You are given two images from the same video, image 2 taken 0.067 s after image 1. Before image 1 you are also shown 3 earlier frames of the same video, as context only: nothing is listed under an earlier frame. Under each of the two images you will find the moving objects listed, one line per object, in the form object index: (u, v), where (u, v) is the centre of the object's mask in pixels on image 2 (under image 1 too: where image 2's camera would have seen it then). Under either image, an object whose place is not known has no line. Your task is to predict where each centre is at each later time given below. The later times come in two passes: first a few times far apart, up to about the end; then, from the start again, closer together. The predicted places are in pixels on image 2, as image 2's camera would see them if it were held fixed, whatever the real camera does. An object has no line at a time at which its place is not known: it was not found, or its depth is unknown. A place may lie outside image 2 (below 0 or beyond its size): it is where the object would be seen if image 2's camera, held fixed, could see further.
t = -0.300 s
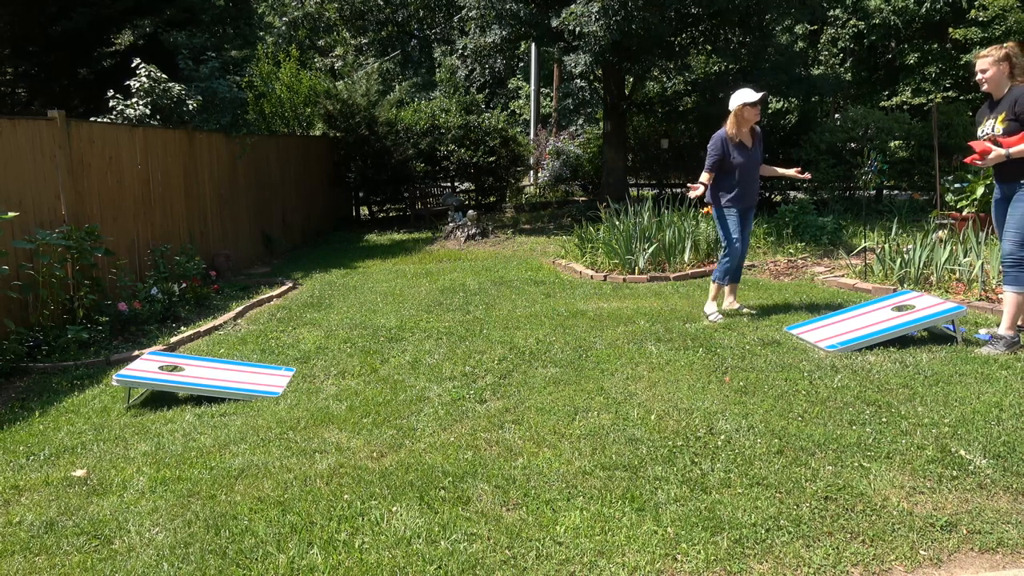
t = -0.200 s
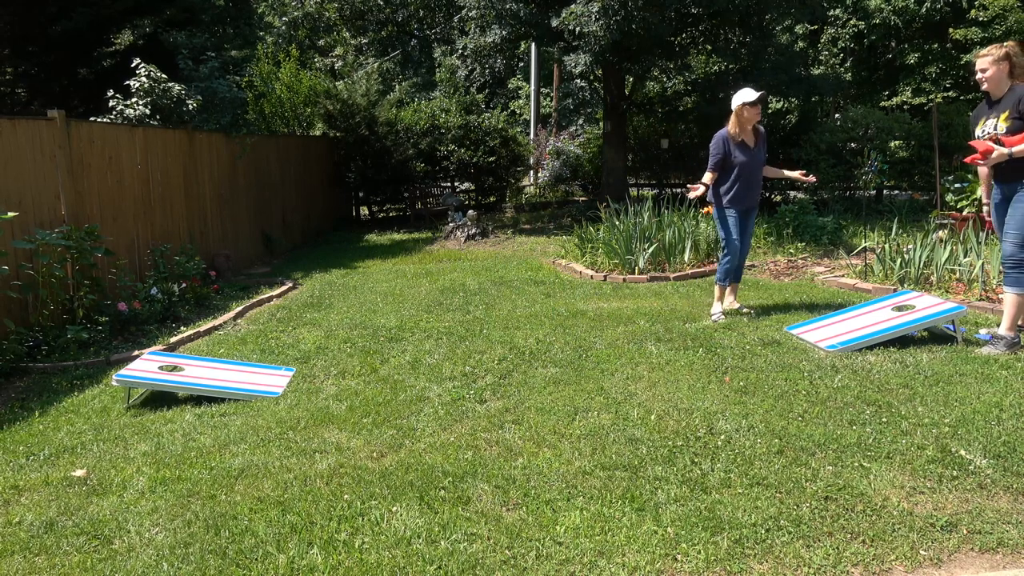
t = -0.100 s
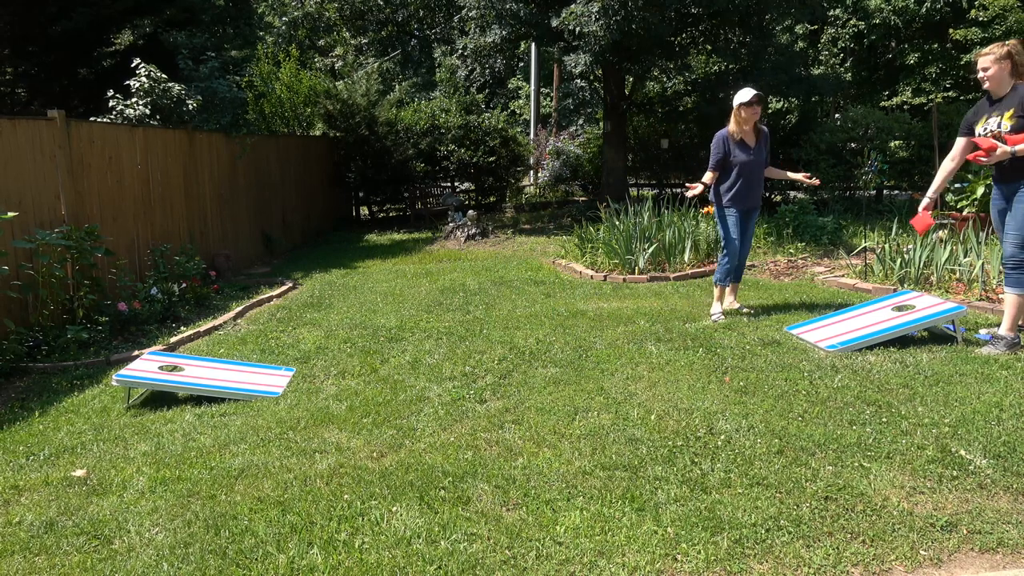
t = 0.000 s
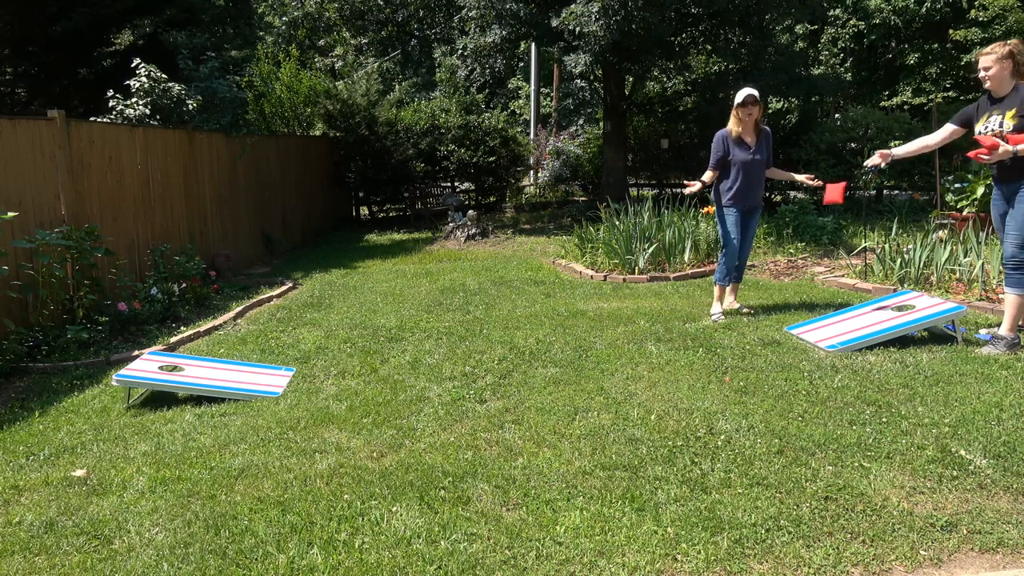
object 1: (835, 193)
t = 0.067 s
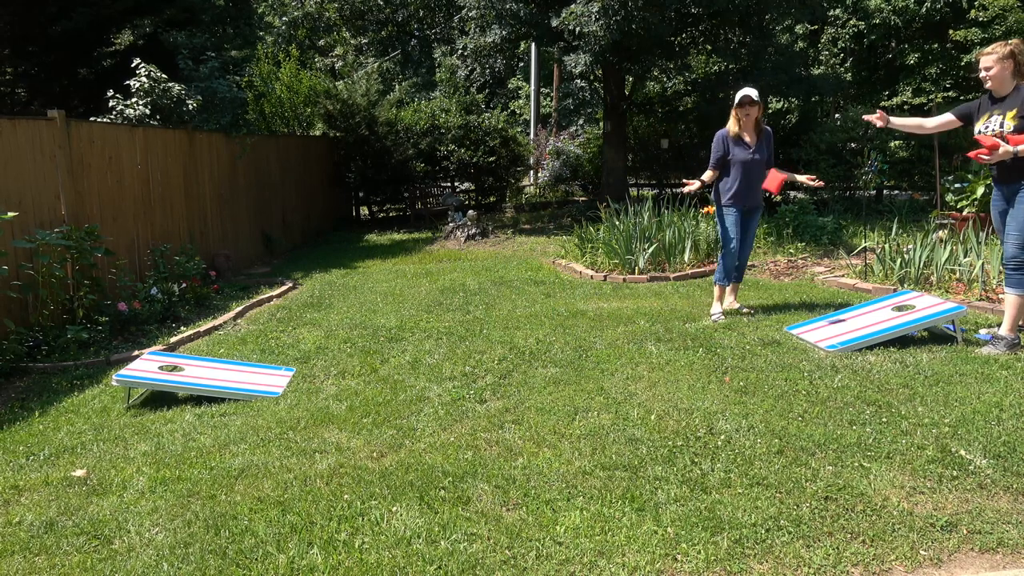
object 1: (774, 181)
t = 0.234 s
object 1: (621, 185)
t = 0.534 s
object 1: (356, 303)
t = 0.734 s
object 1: (246, 355)
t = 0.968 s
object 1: (182, 349)
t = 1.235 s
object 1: (154, 342)
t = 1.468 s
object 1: (164, 345)
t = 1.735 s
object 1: (169, 346)
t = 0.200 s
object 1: (652, 180)
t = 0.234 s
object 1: (621, 185)
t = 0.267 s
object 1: (591, 191)
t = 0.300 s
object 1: (561, 199)
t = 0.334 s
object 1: (530, 209)
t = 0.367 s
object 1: (501, 220)
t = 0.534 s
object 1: (356, 303)
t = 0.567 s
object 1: (328, 325)
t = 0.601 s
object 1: (301, 348)
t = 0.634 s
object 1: (278, 361)
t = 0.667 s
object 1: (269, 358)
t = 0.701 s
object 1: (258, 356)
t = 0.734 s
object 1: (246, 355)
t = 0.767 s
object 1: (236, 355)
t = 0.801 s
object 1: (225, 353)
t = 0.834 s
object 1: (215, 352)
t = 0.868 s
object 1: (206, 352)
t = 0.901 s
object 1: (197, 351)
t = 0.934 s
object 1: (189, 350)
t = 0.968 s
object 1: (182, 349)
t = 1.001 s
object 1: (174, 348)
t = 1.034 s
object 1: (169, 347)
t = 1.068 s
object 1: (164, 346)
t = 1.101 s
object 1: (158, 345)
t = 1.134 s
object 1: (153, 346)
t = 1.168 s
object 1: (152, 344)
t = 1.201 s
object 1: (153, 343)
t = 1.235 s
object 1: (154, 342)
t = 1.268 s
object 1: (155, 342)
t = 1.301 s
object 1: (157, 343)
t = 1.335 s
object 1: (159, 344)
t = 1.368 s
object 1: (161, 346)
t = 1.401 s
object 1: (162, 346)
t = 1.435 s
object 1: (163, 346)
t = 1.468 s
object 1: (164, 345)
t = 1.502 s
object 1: (166, 346)
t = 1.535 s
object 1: (166, 346)
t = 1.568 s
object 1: (167, 345)
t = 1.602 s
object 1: (167, 345)
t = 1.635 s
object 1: (168, 345)
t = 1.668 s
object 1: (169, 345)
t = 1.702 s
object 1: (169, 346)
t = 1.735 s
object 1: (169, 346)
